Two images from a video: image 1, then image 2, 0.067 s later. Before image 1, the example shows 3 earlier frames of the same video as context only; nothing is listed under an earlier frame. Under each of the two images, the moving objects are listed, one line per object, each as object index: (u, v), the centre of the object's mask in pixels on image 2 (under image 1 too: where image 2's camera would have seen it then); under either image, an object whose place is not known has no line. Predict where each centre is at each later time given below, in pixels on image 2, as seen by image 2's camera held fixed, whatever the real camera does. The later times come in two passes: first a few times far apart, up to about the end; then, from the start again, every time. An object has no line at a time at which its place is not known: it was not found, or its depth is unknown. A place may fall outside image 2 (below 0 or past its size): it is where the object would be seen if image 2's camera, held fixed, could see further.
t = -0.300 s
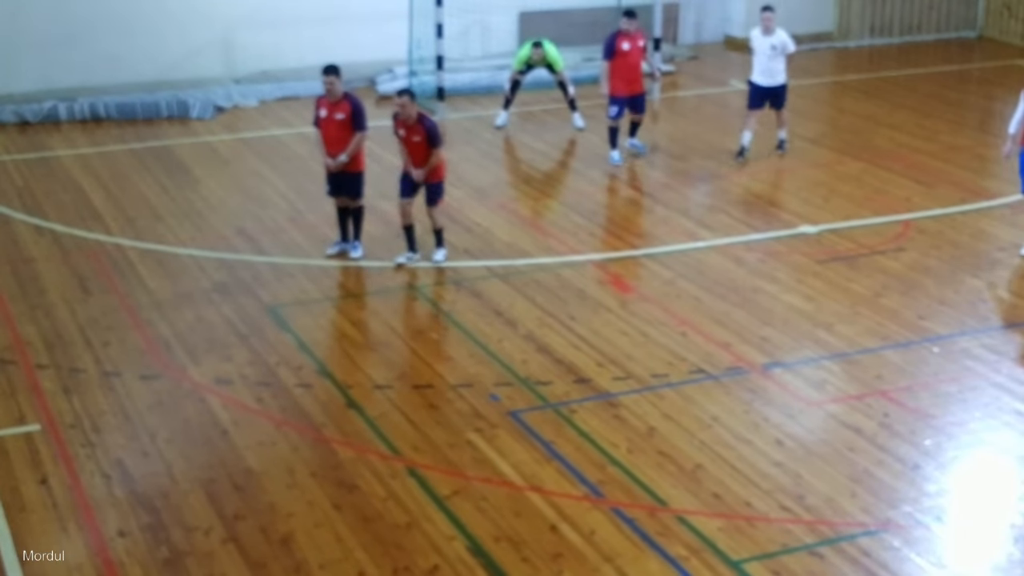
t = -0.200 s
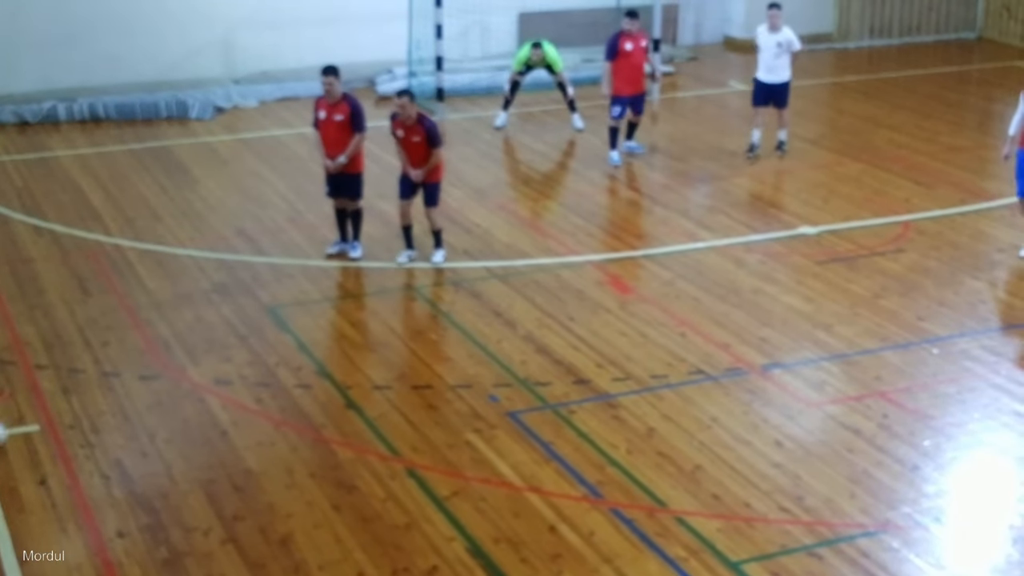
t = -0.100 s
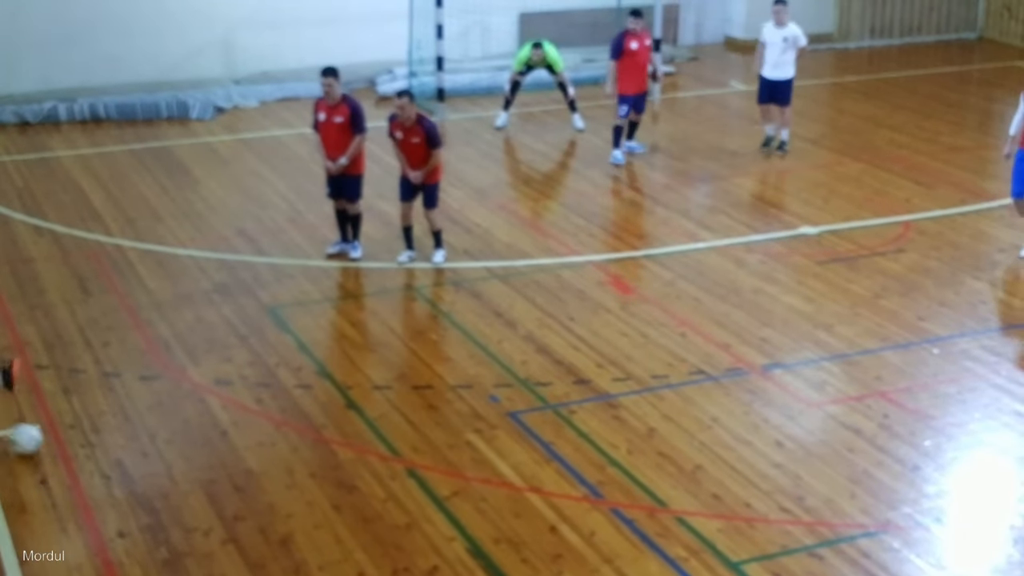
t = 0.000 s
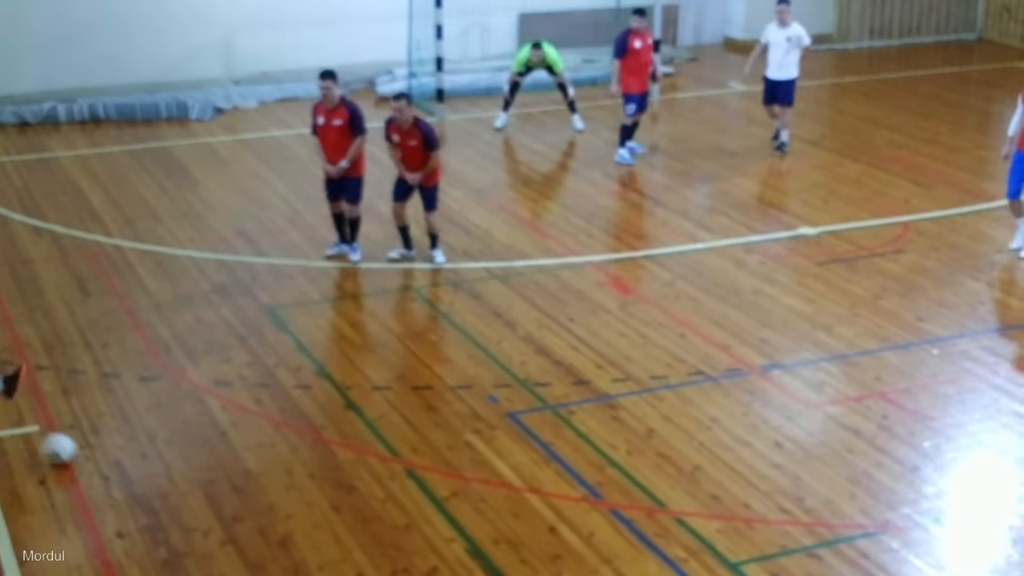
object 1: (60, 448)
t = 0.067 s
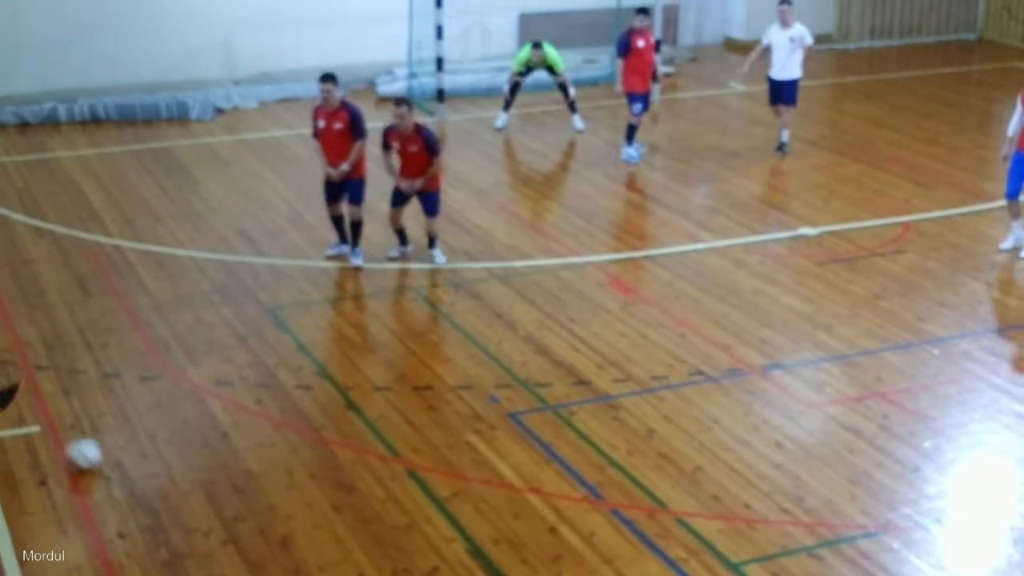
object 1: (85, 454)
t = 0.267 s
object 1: (157, 469)
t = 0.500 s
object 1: (242, 489)
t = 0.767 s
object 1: (343, 511)
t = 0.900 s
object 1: (394, 524)
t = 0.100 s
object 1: (96, 456)
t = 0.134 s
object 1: (109, 459)
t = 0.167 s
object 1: (120, 462)
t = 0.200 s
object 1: (132, 464)
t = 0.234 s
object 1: (144, 466)
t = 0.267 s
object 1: (157, 469)
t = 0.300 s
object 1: (169, 472)
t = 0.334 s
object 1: (181, 475)
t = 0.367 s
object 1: (192, 478)
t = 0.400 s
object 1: (205, 481)
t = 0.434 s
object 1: (218, 484)
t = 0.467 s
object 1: (229, 486)
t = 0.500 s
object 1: (242, 489)
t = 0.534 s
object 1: (254, 491)
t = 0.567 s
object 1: (267, 494)
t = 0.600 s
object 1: (280, 498)
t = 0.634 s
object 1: (292, 500)
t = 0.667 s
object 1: (304, 503)
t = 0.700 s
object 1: (318, 506)
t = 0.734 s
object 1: (331, 509)
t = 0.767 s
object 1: (343, 511)
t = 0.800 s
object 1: (356, 515)
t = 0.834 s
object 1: (368, 518)
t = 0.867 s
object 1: (381, 521)
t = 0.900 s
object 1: (394, 524)
